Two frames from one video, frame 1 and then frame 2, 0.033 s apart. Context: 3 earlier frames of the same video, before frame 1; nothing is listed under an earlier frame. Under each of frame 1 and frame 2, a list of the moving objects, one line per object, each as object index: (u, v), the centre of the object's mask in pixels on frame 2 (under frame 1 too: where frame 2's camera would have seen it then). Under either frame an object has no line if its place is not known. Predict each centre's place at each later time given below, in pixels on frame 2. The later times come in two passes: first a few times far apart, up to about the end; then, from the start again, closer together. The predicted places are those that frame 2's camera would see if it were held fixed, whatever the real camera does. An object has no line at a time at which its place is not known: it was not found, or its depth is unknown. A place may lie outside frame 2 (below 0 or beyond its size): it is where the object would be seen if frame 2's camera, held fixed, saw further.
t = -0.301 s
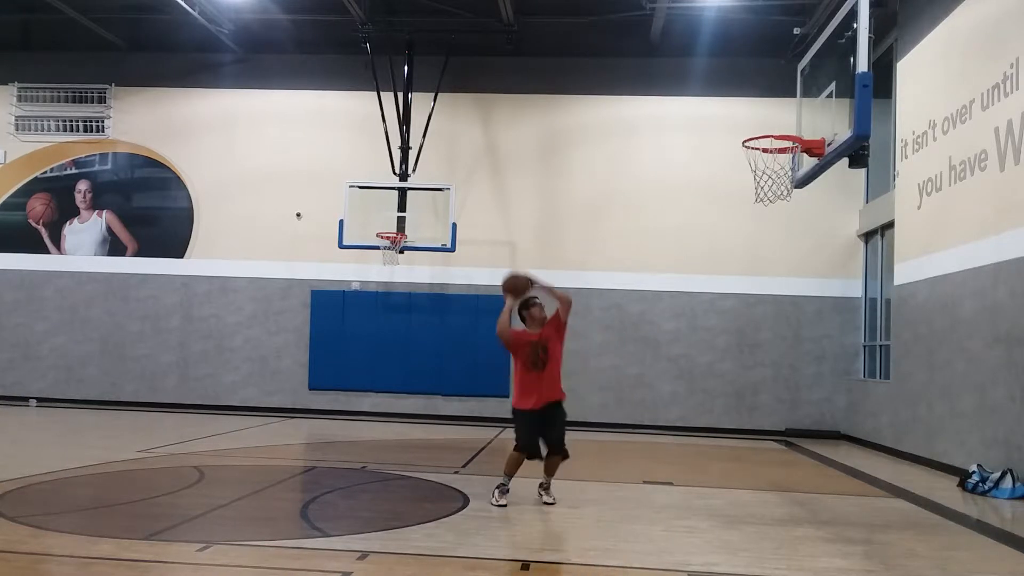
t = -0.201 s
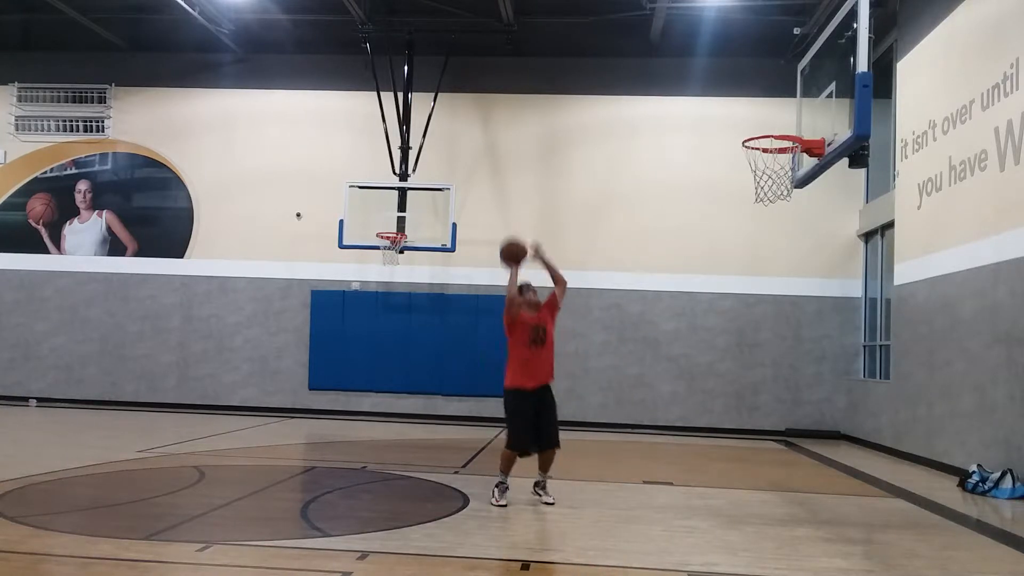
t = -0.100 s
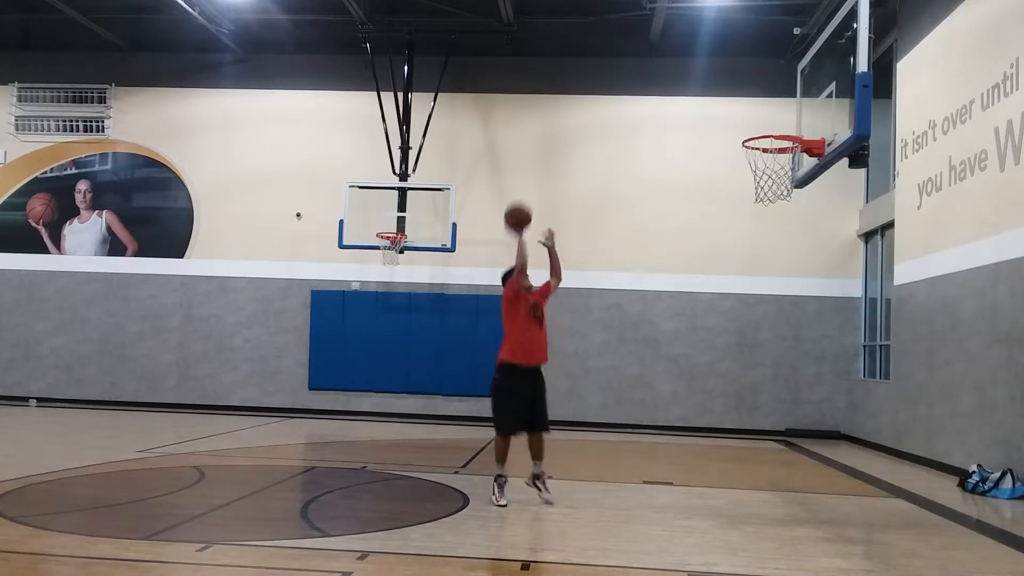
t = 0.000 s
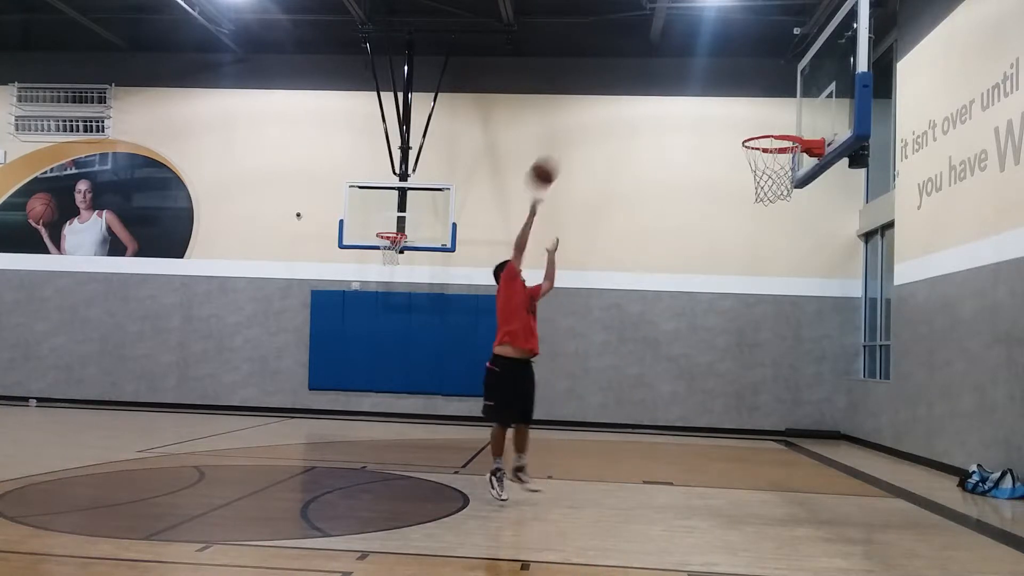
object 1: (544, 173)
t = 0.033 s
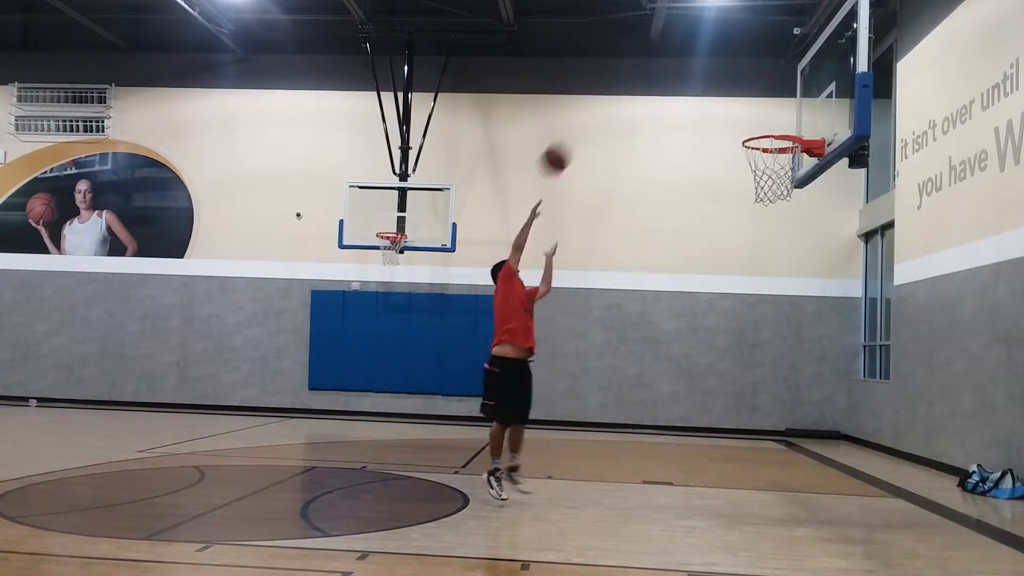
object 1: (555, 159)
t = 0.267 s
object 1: (644, 95)
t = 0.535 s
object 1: (738, 100)
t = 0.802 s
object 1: (758, 119)
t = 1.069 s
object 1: (686, 145)
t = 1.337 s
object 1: (605, 270)
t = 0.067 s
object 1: (567, 146)
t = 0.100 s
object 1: (580, 135)
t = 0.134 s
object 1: (593, 125)
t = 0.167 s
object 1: (605, 116)
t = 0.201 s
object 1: (618, 108)
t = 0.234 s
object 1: (631, 101)
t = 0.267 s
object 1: (644, 95)
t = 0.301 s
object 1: (656, 91)
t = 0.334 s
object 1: (667, 89)
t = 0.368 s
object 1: (679, 88)
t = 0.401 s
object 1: (691, 88)
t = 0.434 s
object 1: (704, 89)
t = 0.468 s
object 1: (715, 92)
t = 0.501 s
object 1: (726, 95)
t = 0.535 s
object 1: (738, 100)
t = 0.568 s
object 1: (750, 107)
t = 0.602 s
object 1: (763, 115)
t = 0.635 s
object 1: (774, 123)
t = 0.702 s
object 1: (782, 130)
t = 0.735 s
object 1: (774, 124)
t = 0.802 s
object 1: (758, 119)
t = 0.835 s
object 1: (749, 117)
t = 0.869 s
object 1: (741, 117)
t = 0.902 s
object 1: (733, 118)
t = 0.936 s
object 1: (724, 120)
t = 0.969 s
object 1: (714, 124)
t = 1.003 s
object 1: (705, 130)
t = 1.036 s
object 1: (696, 137)
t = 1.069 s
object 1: (686, 145)
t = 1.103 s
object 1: (676, 155)
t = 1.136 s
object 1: (667, 167)
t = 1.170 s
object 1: (657, 180)
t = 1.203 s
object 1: (647, 195)
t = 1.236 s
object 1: (637, 211)
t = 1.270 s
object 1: (627, 228)
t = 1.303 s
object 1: (616, 249)
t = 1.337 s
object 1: (605, 270)
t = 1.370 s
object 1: (594, 297)
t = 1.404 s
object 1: (583, 323)
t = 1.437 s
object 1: (571, 351)
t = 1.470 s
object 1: (561, 378)
